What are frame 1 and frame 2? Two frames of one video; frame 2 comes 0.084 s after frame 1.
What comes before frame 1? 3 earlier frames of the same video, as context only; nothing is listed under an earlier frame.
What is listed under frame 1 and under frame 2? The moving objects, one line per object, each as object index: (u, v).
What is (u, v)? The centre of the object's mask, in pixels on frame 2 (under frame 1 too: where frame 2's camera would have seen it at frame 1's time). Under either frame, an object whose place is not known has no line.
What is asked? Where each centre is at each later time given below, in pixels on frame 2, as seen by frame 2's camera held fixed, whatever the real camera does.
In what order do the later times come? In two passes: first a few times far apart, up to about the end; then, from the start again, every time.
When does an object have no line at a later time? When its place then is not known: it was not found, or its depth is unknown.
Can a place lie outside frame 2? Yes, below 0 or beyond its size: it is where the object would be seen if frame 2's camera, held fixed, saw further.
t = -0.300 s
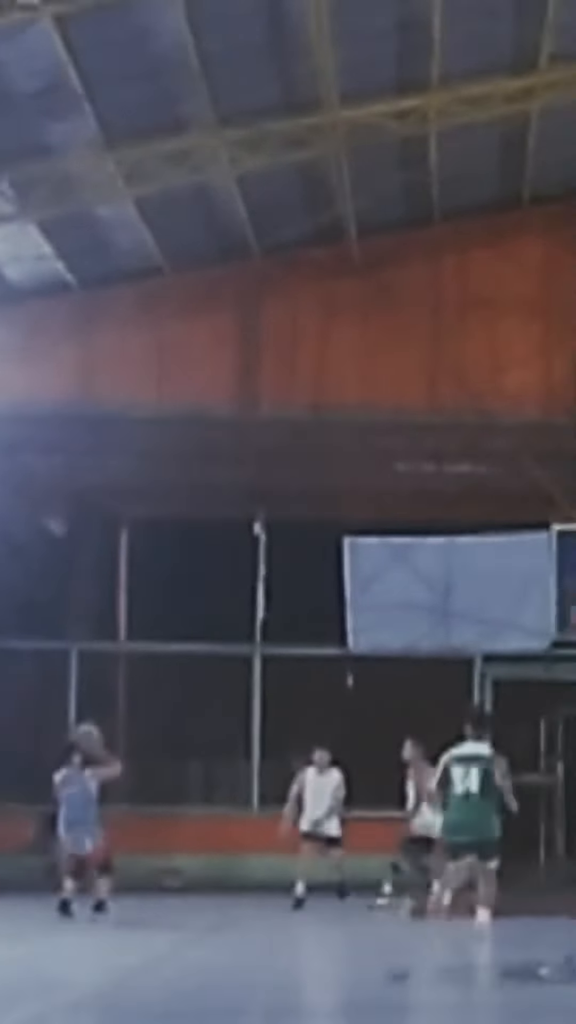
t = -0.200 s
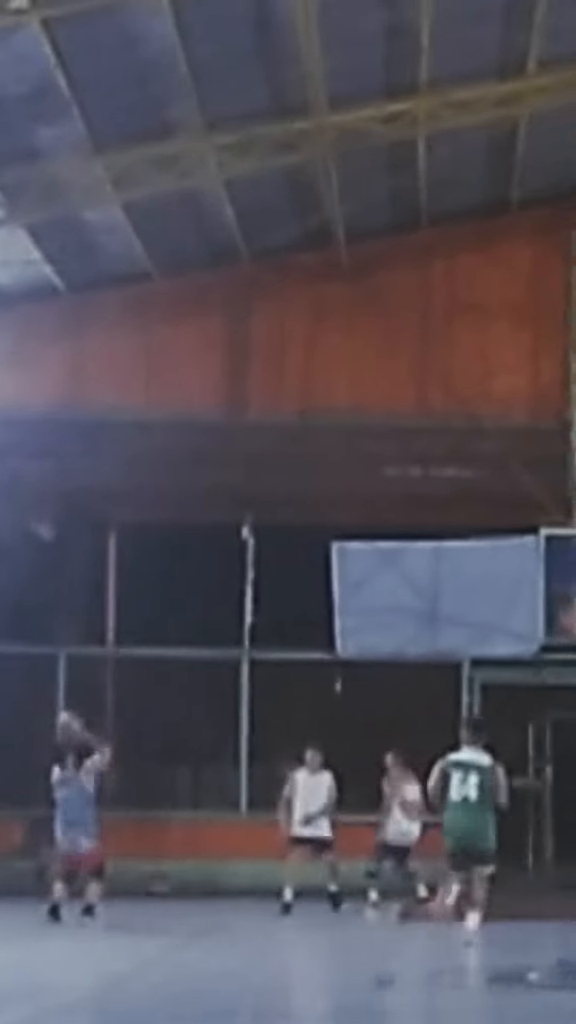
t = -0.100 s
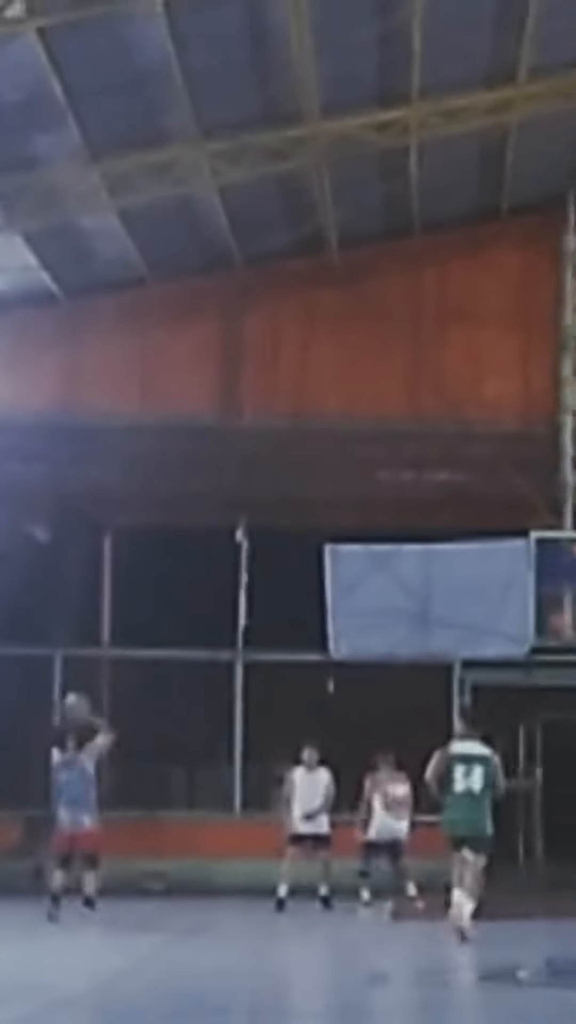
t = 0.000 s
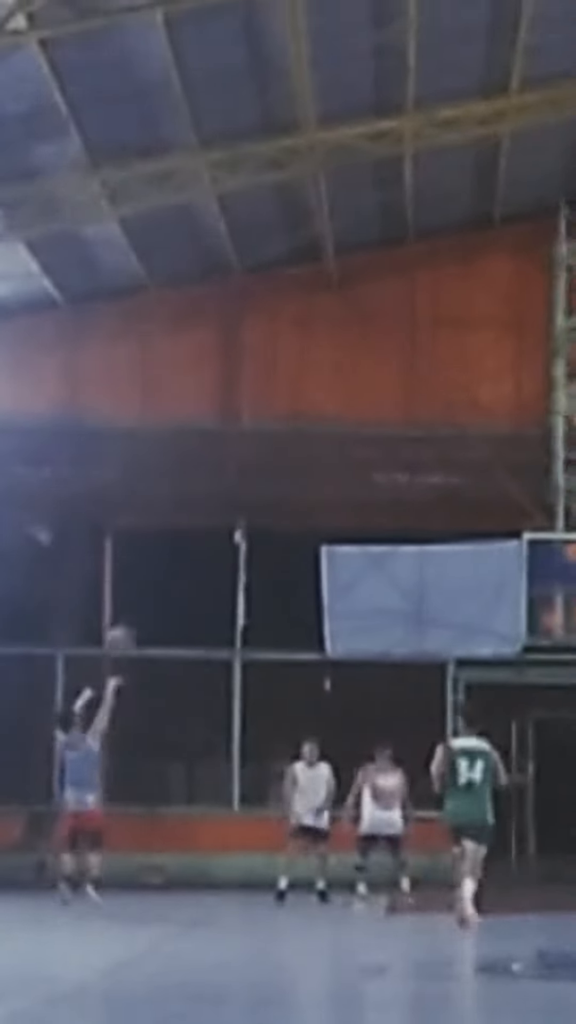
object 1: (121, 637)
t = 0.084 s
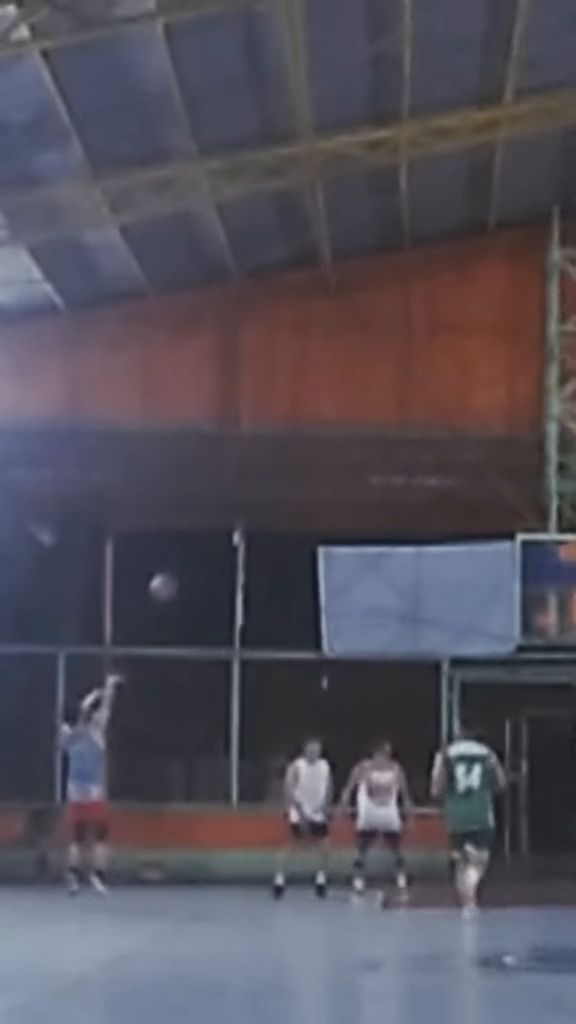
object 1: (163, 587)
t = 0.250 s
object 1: (240, 512)
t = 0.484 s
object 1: (342, 457)
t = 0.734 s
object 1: (438, 457)
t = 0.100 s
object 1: (171, 578)
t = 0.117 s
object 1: (179, 569)
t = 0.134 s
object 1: (187, 560)
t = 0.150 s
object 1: (195, 553)
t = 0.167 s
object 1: (203, 544)
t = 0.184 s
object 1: (210, 537)
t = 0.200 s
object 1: (218, 530)
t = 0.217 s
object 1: (225, 523)
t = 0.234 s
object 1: (234, 516)
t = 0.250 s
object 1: (240, 512)
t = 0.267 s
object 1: (248, 505)
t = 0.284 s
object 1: (256, 499)
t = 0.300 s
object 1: (264, 494)
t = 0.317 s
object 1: (271, 489)
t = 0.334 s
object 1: (279, 485)
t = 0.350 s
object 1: (285, 481)
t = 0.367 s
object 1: (292, 478)
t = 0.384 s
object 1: (299, 473)
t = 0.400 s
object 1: (306, 470)
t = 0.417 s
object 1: (314, 466)
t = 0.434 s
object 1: (321, 464)
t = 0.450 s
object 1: (327, 463)
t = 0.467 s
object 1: (335, 460)
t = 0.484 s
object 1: (342, 457)
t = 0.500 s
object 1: (349, 456)
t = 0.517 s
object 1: (356, 455)
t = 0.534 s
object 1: (362, 454)
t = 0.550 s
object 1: (369, 452)
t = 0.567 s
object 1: (375, 451)
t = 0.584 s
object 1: (382, 451)
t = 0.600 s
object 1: (388, 450)
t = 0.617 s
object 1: (395, 450)
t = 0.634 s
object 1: (402, 450)
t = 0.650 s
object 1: (407, 451)
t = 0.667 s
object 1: (414, 452)
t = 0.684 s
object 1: (420, 454)
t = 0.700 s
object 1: (426, 455)
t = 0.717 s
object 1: (432, 456)
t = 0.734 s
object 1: (438, 457)
